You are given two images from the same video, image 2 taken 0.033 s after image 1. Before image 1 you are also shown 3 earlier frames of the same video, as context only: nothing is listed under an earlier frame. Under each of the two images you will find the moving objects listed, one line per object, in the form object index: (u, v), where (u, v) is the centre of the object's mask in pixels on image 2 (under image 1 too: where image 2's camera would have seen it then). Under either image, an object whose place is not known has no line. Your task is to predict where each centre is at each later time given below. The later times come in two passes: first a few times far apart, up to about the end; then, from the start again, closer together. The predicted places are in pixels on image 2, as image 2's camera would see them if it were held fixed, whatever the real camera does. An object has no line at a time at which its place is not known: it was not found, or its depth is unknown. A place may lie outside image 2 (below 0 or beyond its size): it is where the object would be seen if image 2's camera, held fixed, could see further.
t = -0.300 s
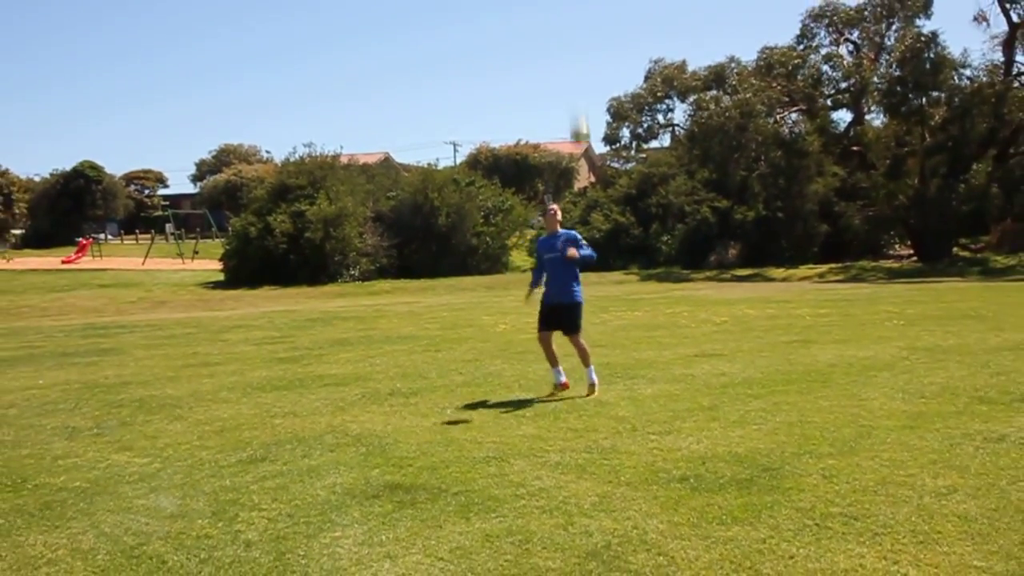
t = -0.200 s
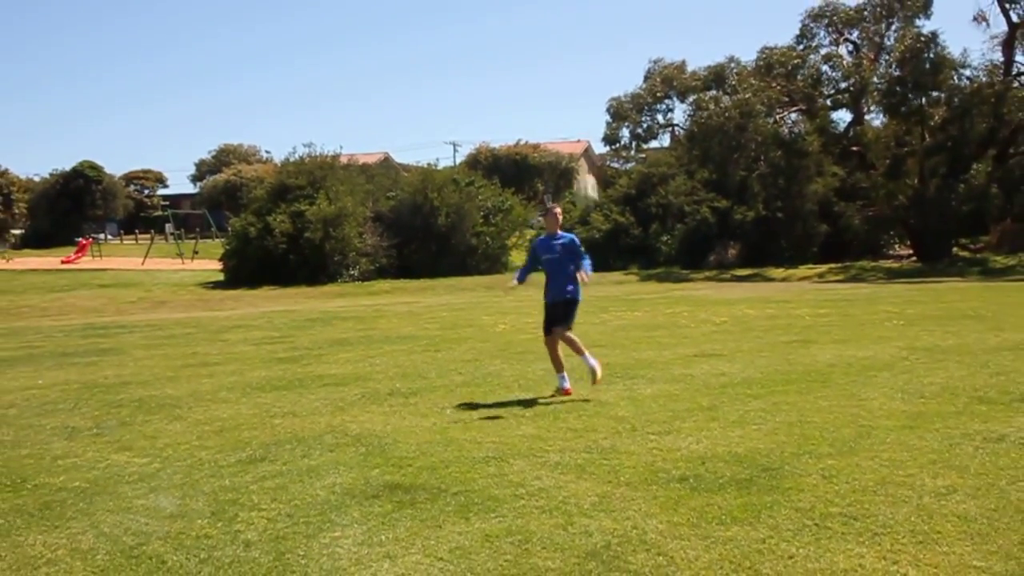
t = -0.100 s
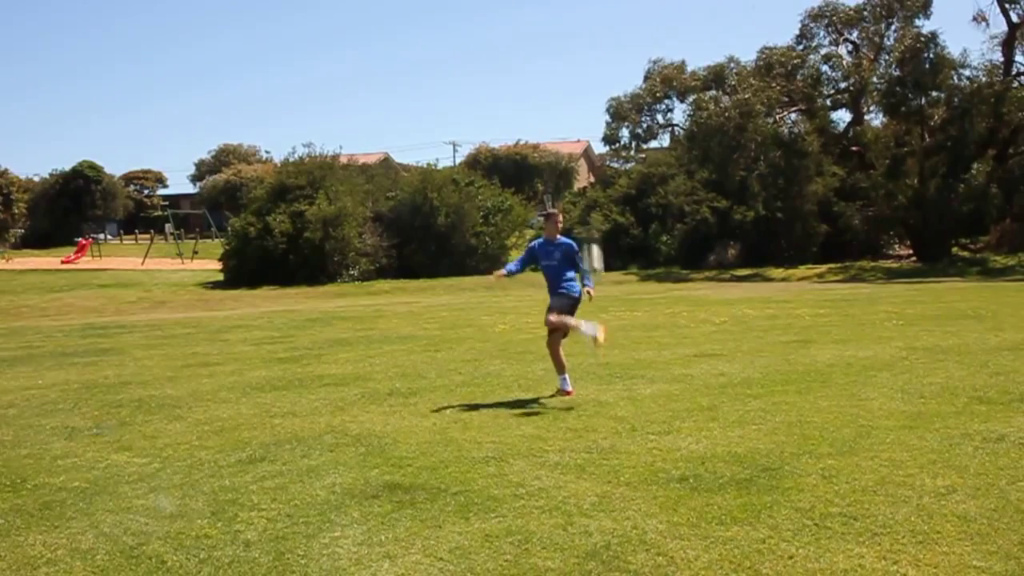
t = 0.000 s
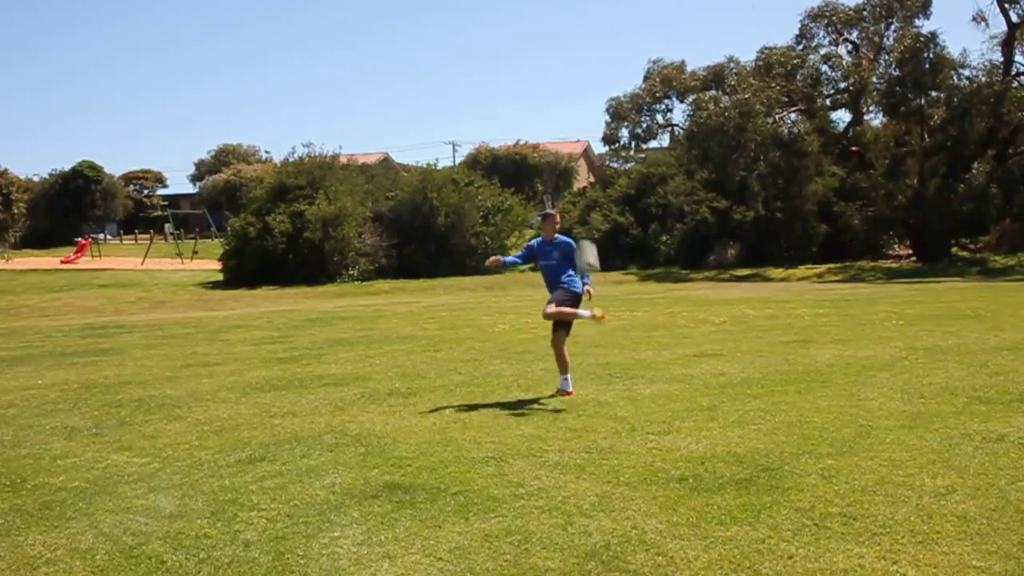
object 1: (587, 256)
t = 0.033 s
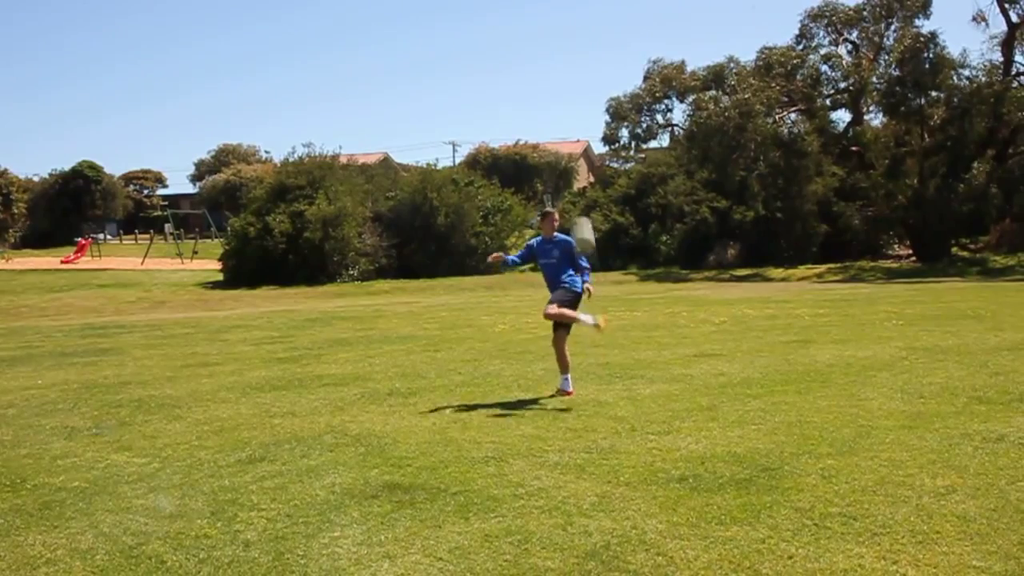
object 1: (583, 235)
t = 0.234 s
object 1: (557, 116)
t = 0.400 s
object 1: (538, 49)
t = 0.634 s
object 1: (516, 9)
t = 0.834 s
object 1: (500, 17)
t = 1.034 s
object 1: (489, 64)
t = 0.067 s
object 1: (577, 213)
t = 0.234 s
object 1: (557, 116)
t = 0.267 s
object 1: (553, 101)
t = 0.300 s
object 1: (550, 86)
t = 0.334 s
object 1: (546, 72)
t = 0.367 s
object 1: (542, 60)
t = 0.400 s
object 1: (538, 49)
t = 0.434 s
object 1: (535, 40)
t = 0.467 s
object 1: (531, 32)
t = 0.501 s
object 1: (528, 25)
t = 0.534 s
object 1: (525, 19)
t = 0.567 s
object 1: (522, 14)
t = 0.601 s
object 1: (519, 11)
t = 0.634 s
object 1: (516, 9)
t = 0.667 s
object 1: (512, 9)
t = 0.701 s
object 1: (509, 8)
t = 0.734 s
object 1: (506, 8)
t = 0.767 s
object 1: (503, 9)
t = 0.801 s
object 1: (502, 12)
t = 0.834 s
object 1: (500, 17)
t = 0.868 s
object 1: (498, 22)
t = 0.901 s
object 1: (496, 28)
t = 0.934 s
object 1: (494, 36)
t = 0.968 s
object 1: (492, 44)
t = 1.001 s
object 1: (490, 54)
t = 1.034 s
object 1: (489, 64)
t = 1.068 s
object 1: (487, 76)
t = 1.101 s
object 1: (485, 89)
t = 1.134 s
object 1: (483, 103)
